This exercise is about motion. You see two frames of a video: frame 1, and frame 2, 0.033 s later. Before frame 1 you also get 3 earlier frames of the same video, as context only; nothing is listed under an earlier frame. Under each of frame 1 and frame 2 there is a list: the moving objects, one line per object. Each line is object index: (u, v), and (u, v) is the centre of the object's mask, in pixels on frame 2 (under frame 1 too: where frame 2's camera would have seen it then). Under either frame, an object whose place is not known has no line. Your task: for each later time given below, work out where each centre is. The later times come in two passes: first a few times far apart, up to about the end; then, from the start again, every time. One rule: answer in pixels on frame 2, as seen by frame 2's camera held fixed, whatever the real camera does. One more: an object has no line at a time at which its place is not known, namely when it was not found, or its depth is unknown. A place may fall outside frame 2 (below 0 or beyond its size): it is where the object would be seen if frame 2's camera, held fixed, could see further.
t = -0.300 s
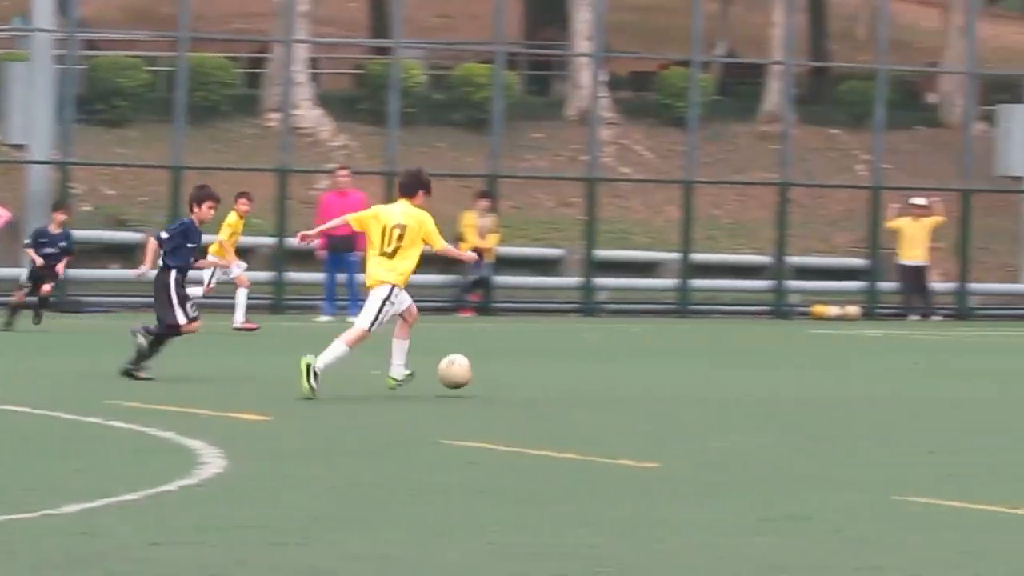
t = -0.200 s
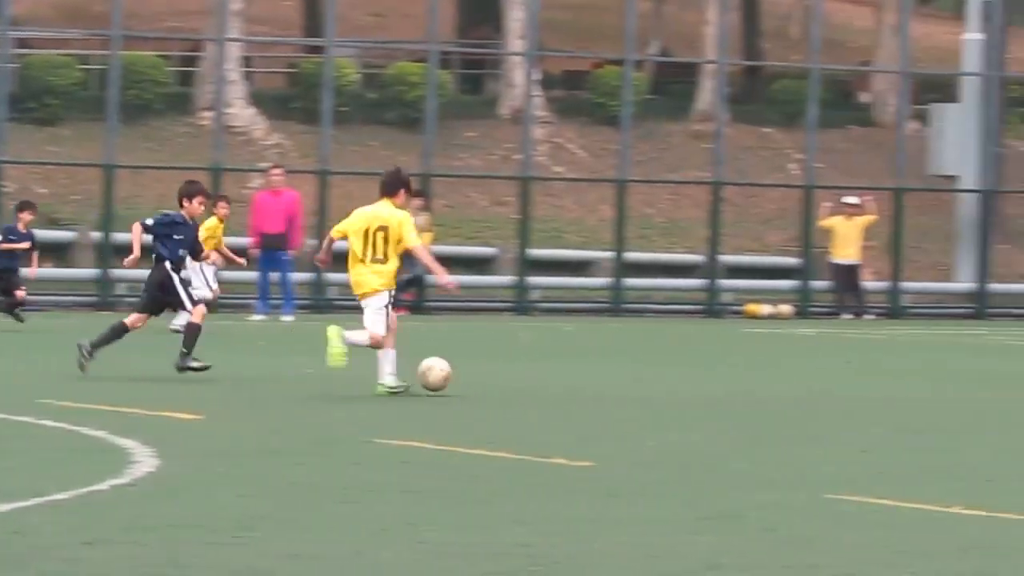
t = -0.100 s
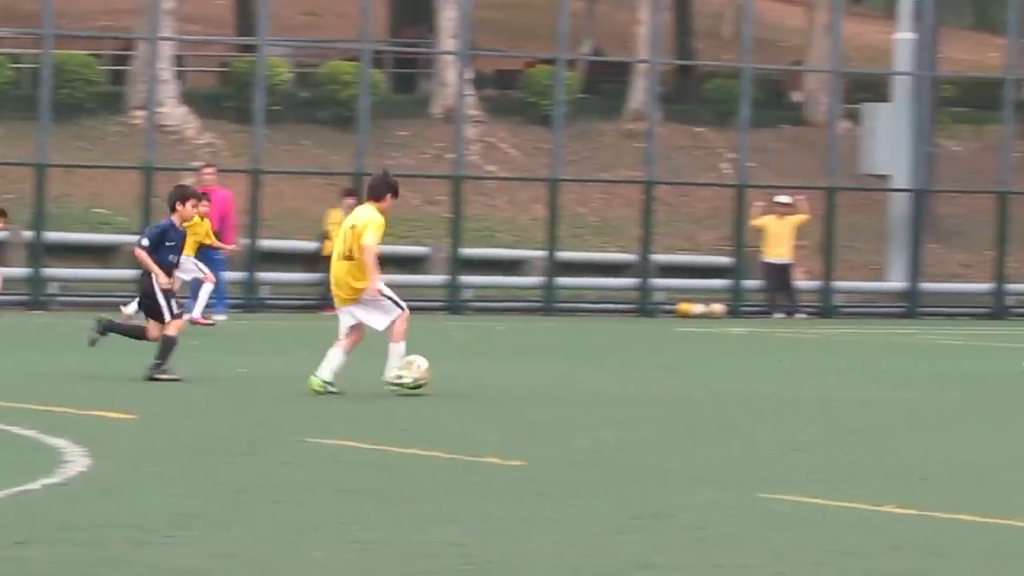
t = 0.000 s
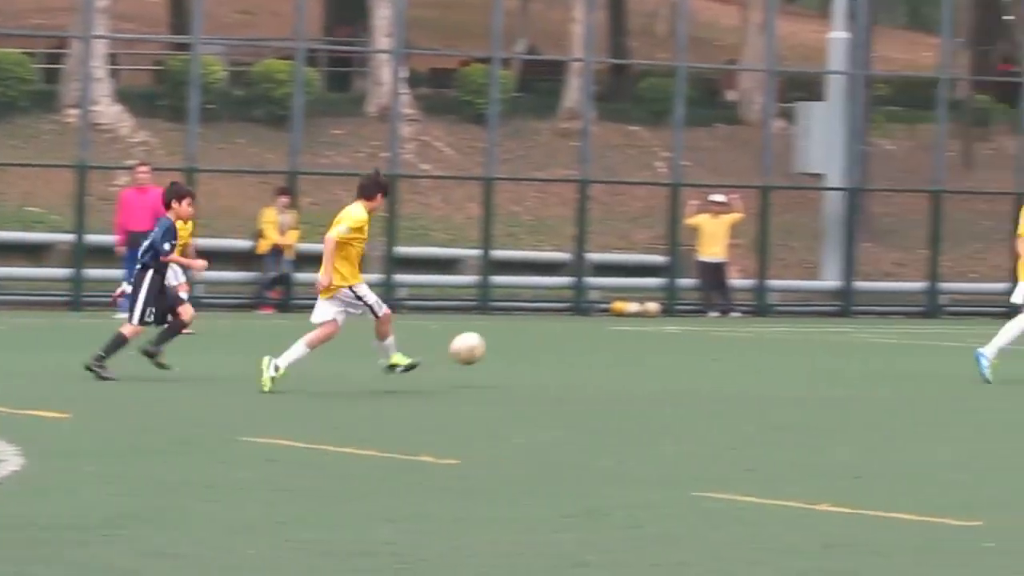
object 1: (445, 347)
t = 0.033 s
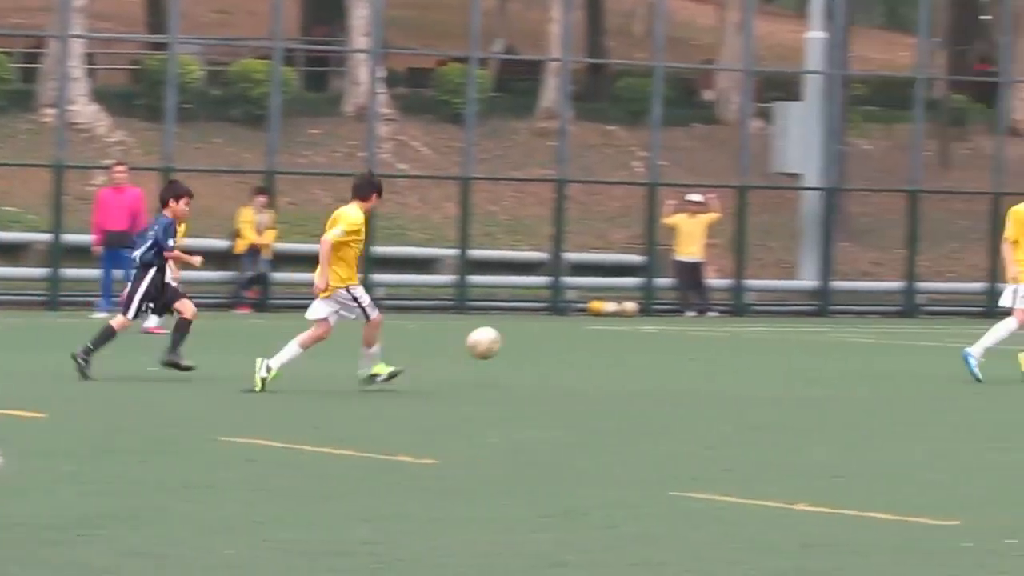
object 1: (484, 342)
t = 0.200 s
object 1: (654, 343)
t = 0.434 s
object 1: (834, 336)
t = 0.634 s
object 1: (952, 351)
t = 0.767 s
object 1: (1013, 342)
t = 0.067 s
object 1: (520, 339)
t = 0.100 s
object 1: (555, 337)
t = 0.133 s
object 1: (590, 337)
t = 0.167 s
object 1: (623, 339)
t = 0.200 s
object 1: (654, 343)
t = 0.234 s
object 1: (685, 348)
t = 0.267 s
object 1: (715, 354)
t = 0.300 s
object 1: (741, 359)
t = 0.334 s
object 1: (766, 351)
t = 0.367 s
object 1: (789, 345)
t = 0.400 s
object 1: (812, 339)
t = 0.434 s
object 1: (834, 336)
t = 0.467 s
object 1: (855, 335)
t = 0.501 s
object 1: (876, 335)
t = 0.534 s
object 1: (895, 337)
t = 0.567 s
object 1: (915, 340)
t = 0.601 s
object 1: (934, 344)
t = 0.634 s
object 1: (952, 351)
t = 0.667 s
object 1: (970, 356)
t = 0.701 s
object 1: (985, 350)
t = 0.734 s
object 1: (999, 345)
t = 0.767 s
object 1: (1013, 342)
